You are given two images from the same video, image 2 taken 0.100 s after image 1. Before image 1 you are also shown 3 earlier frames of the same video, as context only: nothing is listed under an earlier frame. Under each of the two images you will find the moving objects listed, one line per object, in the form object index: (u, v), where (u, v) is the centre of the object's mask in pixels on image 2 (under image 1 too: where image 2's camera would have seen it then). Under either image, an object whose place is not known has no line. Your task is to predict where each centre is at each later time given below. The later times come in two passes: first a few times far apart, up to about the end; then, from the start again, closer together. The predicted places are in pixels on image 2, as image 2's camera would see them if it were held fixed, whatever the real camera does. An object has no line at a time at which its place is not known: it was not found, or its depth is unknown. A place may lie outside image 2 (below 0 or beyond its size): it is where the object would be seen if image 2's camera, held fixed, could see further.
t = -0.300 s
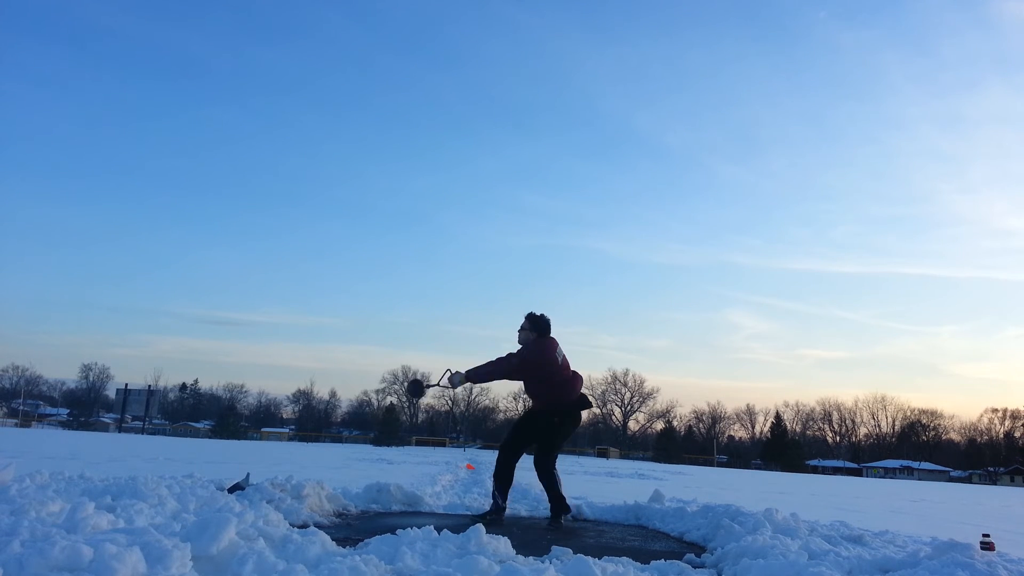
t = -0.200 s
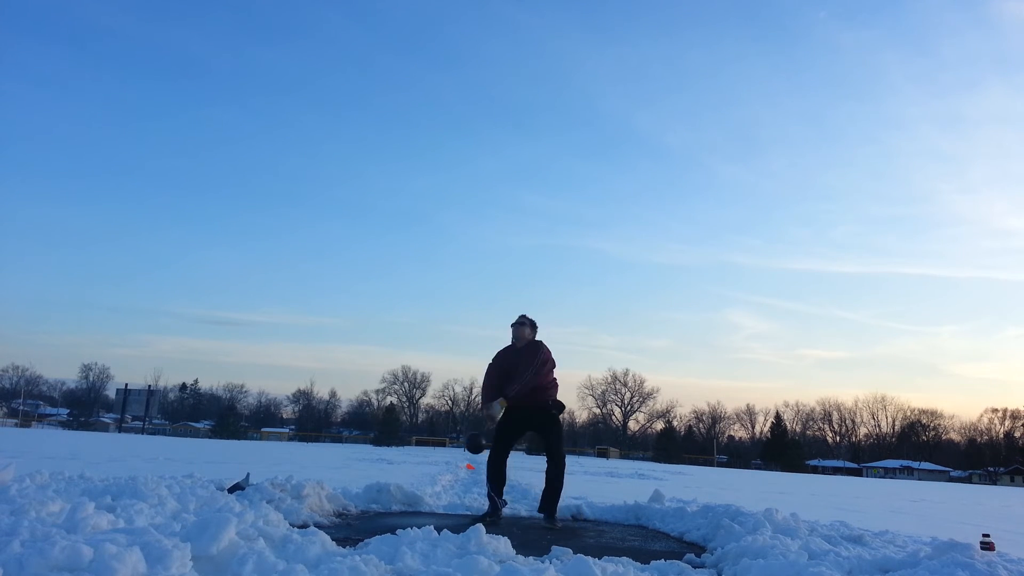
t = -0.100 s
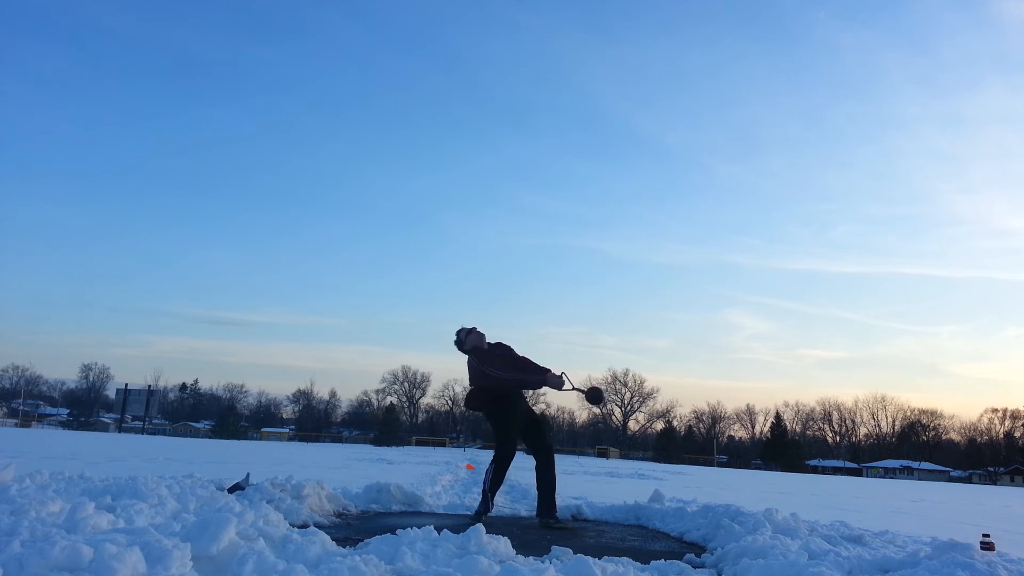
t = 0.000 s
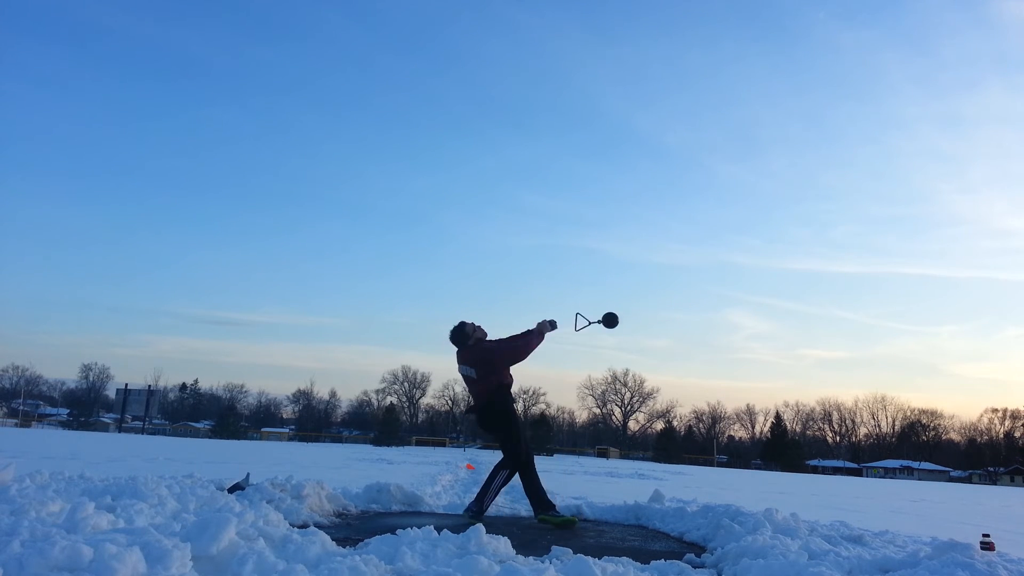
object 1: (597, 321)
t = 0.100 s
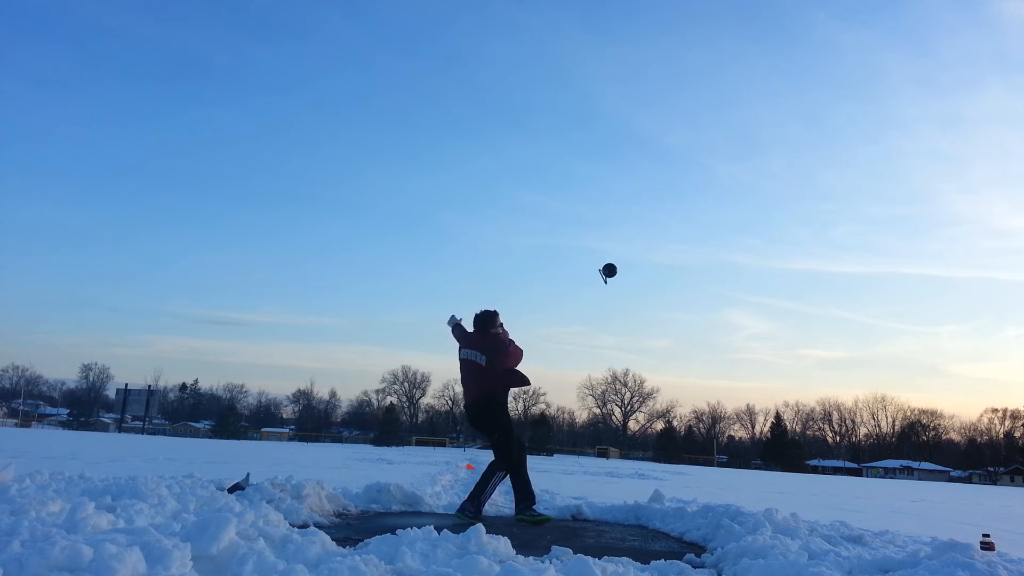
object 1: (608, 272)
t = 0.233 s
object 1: (614, 231)
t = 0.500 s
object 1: (606, 211)
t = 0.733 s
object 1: (603, 235)
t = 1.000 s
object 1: (608, 281)
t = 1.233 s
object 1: (600, 340)
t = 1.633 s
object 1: (601, 467)
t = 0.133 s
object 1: (610, 259)
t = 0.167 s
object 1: (611, 249)
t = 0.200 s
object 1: (613, 239)
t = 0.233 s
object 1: (614, 231)
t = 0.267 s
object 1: (614, 225)
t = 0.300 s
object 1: (614, 220)
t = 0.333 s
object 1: (613, 216)
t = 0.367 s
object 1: (612, 213)
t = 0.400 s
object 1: (611, 211)
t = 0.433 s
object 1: (609, 211)
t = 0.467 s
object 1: (608, 210)
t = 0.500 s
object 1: (606, 211)
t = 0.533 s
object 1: (604, 213)
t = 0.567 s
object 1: (602, 216)
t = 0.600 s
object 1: (601, 219)
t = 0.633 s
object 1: (601, 222)
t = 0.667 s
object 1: (602, 226)
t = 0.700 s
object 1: (602, 231)
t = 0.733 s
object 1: (603, 235)
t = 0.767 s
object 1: (604, 240)
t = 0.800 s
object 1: (605, 245)
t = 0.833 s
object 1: (606, 250)
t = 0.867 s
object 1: (606, 256)
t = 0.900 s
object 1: (607, 262)
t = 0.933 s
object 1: (608, 268)
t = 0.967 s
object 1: (608, 274)
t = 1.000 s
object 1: (608, 281)
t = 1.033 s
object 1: (607, 289)
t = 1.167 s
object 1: (602, 322)
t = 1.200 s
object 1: (600, 331)
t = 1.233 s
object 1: (600, 340)
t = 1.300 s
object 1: (598, 360)
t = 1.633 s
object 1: (601, 467)
